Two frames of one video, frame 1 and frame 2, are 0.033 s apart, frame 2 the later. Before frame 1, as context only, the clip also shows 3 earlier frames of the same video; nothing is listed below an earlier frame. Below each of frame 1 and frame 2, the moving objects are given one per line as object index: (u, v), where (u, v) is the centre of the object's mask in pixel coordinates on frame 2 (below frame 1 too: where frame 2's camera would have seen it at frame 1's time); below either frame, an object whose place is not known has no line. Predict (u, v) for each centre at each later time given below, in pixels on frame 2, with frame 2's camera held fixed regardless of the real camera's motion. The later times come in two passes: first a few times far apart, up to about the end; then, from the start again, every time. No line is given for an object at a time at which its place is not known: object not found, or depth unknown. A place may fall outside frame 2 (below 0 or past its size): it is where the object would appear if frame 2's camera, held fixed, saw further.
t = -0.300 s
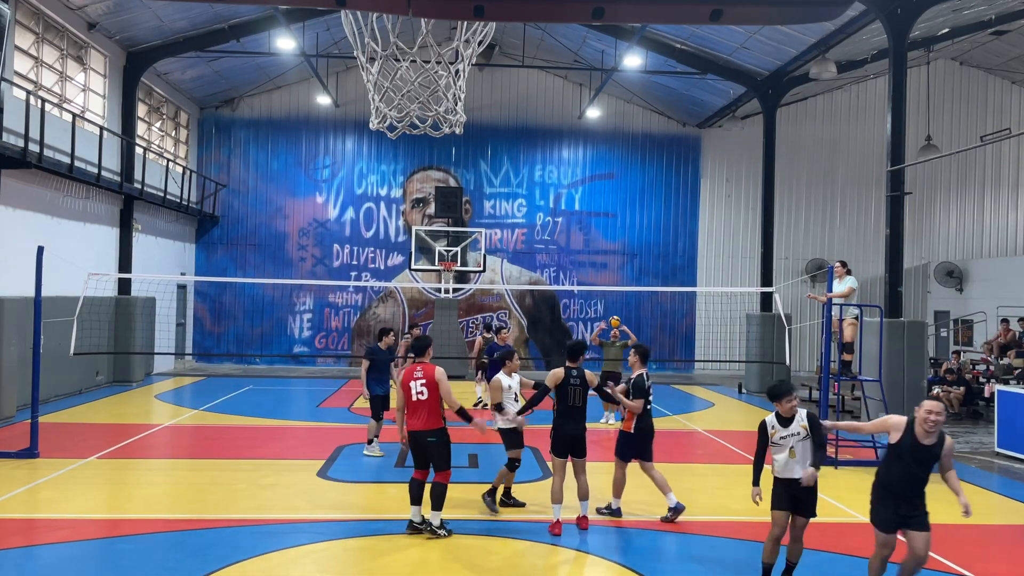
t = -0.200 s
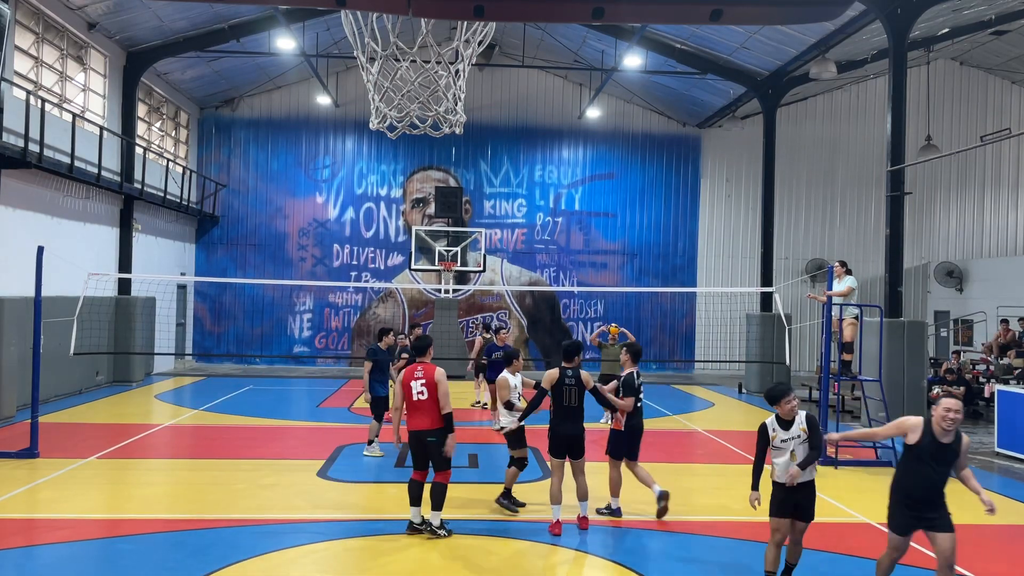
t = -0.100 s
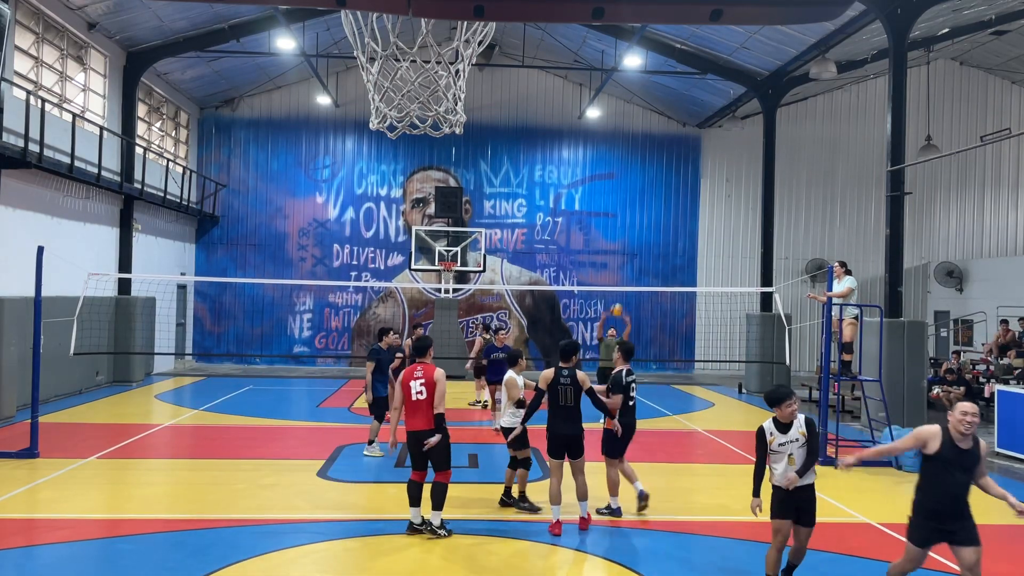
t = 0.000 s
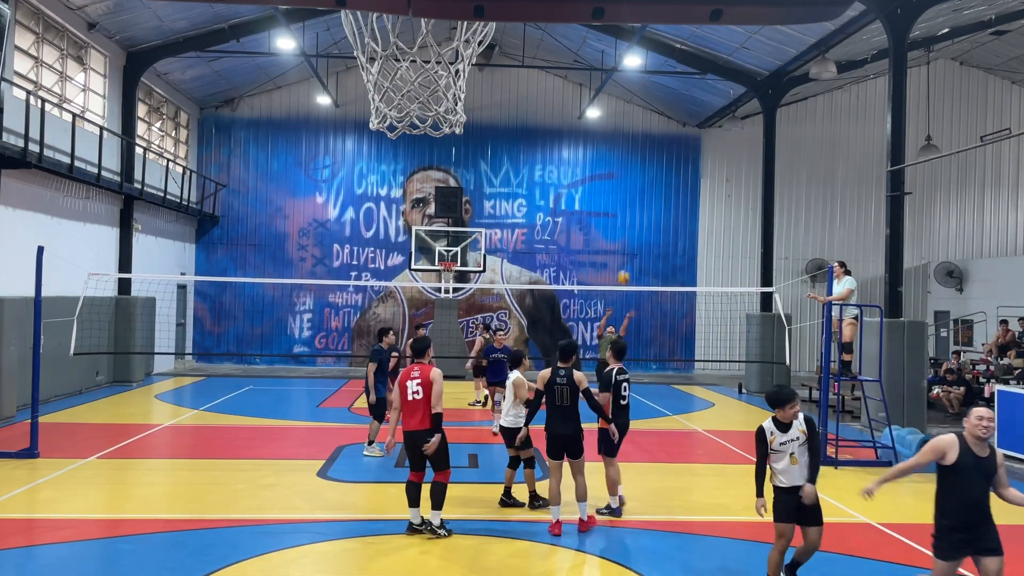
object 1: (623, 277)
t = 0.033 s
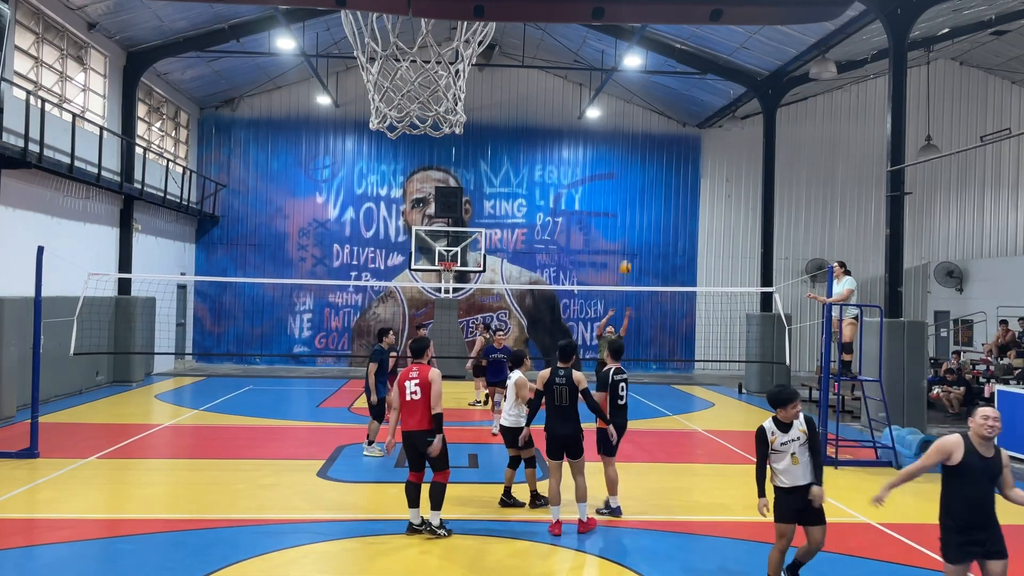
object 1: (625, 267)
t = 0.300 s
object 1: (644, 207)
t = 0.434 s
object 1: (655, 190)
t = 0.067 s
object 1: (628, 258)
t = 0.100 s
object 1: (630, 249)
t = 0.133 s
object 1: (632, 241)
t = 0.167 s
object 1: (634, 232)
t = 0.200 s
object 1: (637, 225)
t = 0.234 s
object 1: (639, 218)
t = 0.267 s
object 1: (642, 212)
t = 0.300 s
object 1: (644, 207)
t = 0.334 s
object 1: (647, 202)
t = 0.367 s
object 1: (649, 197)
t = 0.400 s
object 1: (652, 194)
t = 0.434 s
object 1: (655, 190)
